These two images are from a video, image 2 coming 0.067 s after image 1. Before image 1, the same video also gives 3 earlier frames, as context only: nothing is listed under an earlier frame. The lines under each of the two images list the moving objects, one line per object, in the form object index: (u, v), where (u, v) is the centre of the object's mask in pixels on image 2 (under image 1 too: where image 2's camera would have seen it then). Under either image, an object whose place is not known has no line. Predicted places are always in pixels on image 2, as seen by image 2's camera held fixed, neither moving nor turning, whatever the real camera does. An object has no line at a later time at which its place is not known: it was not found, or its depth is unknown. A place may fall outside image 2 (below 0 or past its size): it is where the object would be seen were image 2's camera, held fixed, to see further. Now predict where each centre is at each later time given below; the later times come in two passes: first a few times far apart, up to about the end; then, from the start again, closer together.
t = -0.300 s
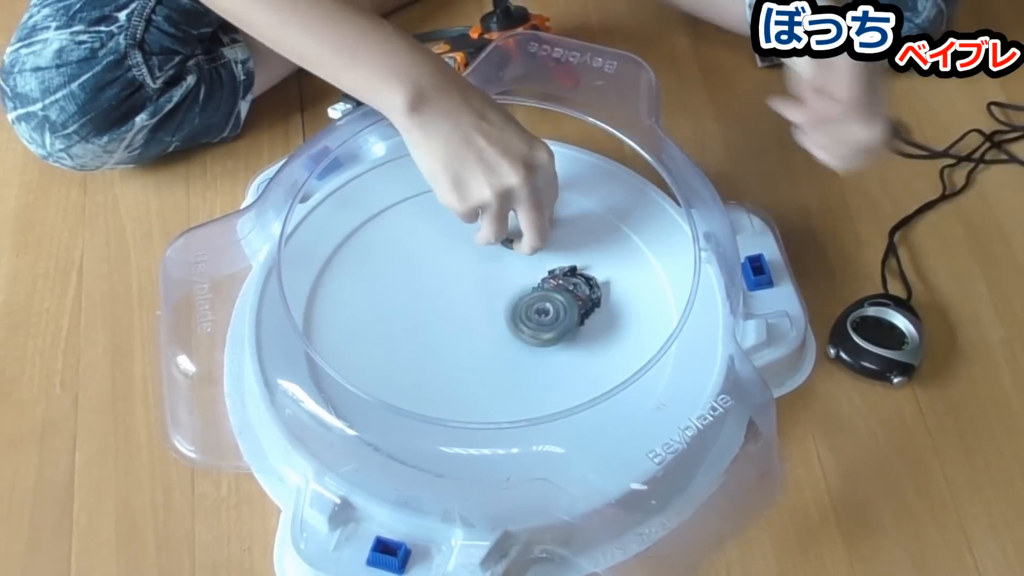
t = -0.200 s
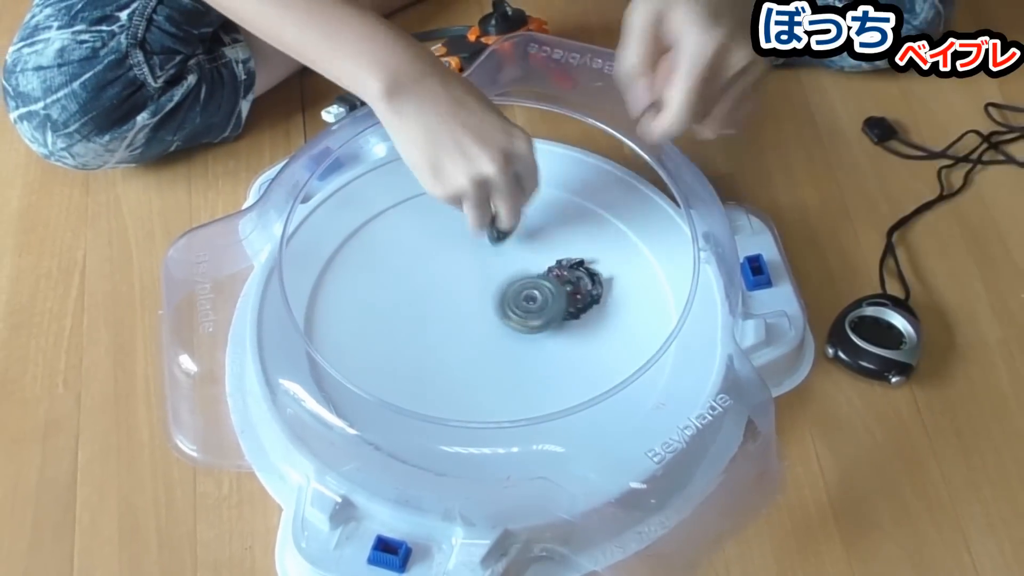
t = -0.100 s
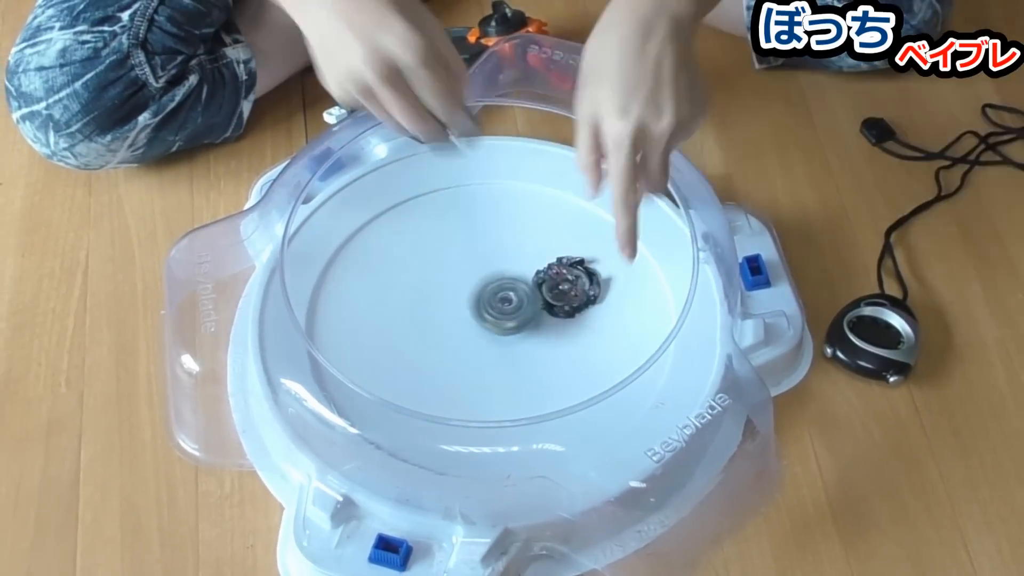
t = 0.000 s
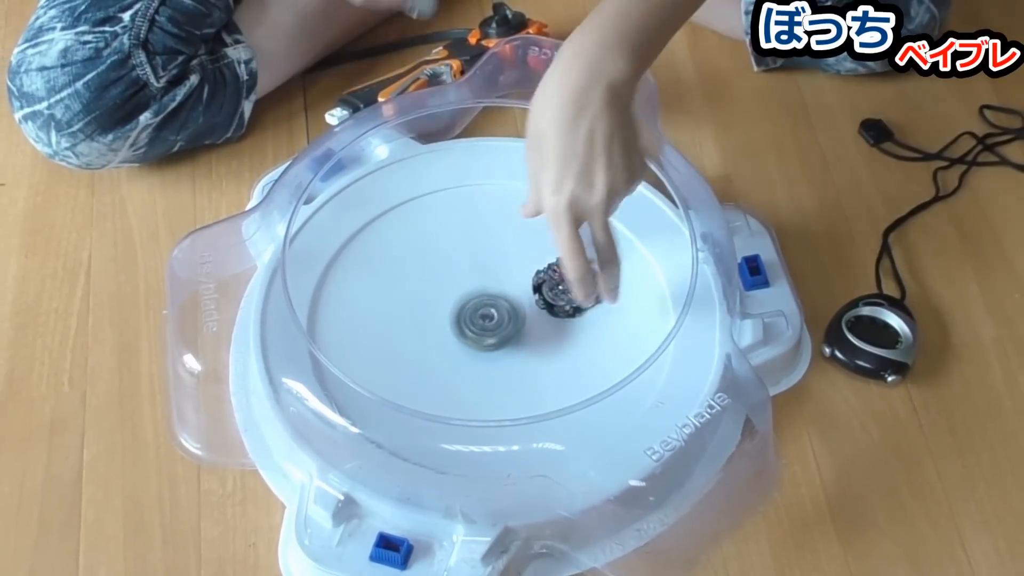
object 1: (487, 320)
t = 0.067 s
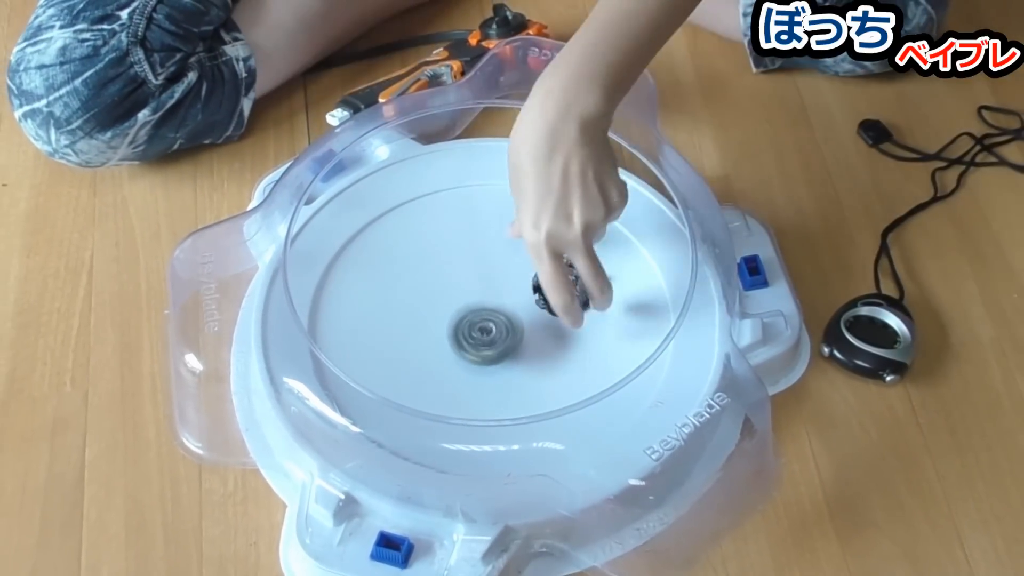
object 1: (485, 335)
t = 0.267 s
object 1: (517, 351)
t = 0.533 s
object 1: (496, 305)
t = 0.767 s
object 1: (455, 328)
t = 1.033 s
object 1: (512, 329)
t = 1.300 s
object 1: (487, 277)
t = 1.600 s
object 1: (473, 328)
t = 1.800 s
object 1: (535, 321)
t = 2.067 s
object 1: (510, 276)
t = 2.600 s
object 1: (547, 337)
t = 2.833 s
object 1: (511, 292)
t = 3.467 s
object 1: (532, 325)
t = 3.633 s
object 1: (516, 282)
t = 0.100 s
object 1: (486, 341)
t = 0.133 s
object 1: (490, 346)
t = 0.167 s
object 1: (497, 351)
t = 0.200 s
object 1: (503, 353)
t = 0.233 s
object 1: (510, 353)
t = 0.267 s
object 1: (517, 351)
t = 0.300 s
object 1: (522, 347)
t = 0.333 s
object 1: (527, 340)
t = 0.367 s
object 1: (528, 333)
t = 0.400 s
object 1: (527, 325)
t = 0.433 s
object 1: (522, 318)
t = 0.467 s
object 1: (515, 312)
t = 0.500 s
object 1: (508, 307)
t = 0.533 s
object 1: (496, 305)
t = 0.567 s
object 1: (487, 304)
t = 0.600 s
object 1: (479, 304)
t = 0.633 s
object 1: (470, 307)
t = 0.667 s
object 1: (463, 311)
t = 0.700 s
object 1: (458, 315)
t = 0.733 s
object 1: (455, 321)
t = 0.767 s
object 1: (455, 328)
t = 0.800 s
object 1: (457, 333)
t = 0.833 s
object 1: (462, 338)
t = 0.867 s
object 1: (469, 342)
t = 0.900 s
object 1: (478, 344)
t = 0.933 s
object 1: (488, 344)
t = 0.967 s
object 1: (497, 341)
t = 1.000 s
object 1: (505, 336)
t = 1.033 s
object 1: (512, 329)
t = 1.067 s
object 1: (517, 321)
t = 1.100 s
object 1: (519, 313)
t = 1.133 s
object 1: (518, 304)
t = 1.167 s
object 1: (515, 296)
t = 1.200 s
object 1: (510, 289)
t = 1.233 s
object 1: (505, 284)
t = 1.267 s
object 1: (497, 280)
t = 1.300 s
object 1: (487, 277)
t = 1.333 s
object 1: (478, 277)
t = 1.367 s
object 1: (470, 279)
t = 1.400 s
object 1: (462, 284)
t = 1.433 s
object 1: (457, 290)
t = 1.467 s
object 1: (455, 297)
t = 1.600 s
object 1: (473, 328)
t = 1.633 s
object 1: (483, 332)
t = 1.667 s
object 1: (494, 335)
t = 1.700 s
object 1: (505, 334)
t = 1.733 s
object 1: (516, 332)
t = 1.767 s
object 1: (525, 328)
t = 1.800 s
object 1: (535, 321)
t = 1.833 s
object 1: (540, 313)
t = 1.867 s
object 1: (543, 305)
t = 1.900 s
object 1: (543, 297)
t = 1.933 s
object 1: (540, 290)
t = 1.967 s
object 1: (535, 283)
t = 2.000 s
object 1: (528, 279)
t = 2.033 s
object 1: (520, 276)
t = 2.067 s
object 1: (510, 276)
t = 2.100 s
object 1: (500, 278)
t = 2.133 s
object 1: (491, 282)
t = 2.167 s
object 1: (483, 288)
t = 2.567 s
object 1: (541, 344)
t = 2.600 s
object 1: (547, 337)
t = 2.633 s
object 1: (551, 329)
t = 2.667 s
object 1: (551, 320)
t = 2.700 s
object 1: (548, 312)
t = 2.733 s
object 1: (542, 305)
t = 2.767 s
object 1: (532, 299)
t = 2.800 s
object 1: (522, 294)
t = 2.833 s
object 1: (511, 292)
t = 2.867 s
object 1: (499, 291)
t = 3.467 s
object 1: (532, 325)
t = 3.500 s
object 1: (534, 315)
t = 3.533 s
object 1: (532, 306)
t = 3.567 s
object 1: (529, 297)
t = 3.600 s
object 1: (523, 289)
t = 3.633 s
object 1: (516, 282)
